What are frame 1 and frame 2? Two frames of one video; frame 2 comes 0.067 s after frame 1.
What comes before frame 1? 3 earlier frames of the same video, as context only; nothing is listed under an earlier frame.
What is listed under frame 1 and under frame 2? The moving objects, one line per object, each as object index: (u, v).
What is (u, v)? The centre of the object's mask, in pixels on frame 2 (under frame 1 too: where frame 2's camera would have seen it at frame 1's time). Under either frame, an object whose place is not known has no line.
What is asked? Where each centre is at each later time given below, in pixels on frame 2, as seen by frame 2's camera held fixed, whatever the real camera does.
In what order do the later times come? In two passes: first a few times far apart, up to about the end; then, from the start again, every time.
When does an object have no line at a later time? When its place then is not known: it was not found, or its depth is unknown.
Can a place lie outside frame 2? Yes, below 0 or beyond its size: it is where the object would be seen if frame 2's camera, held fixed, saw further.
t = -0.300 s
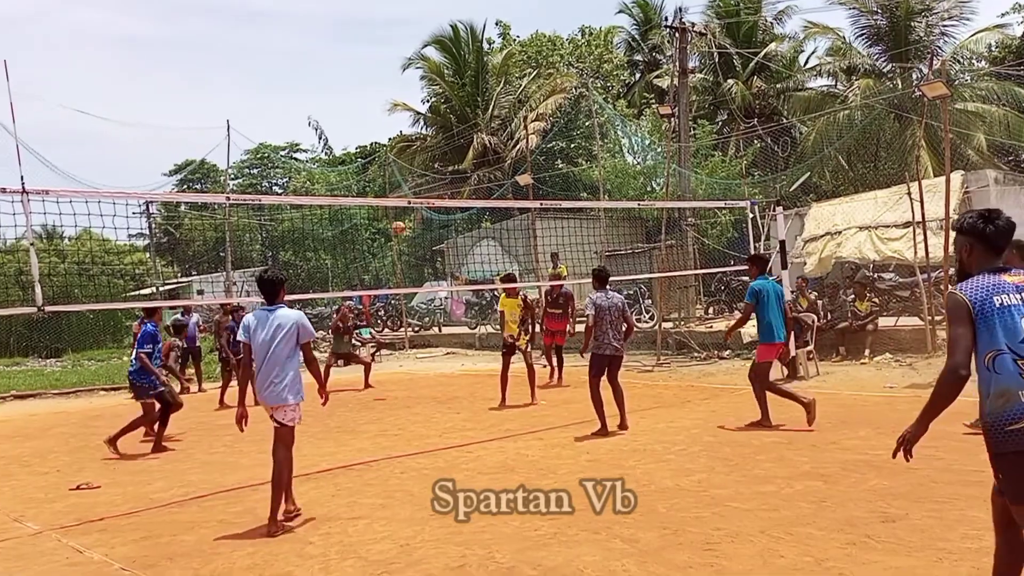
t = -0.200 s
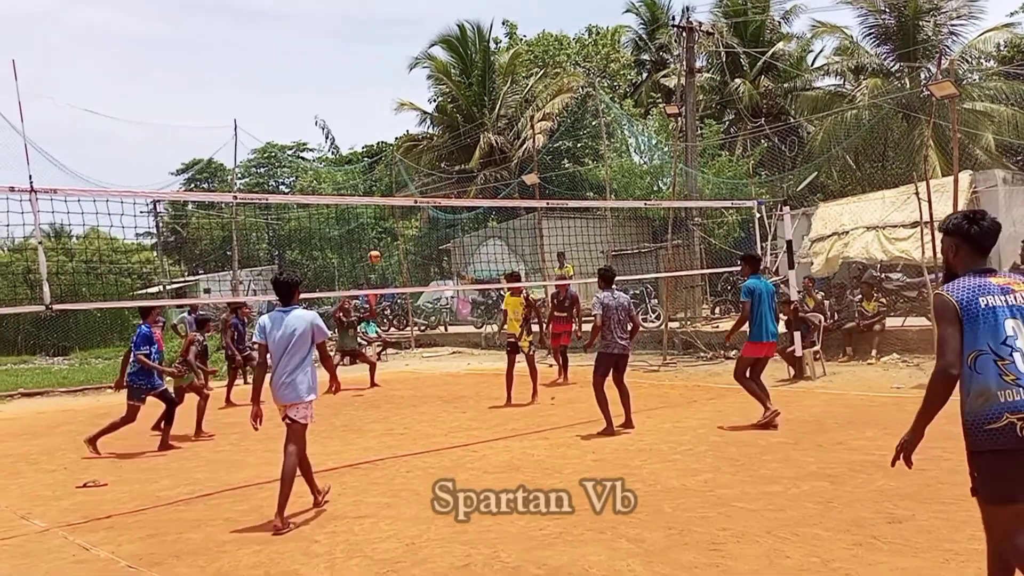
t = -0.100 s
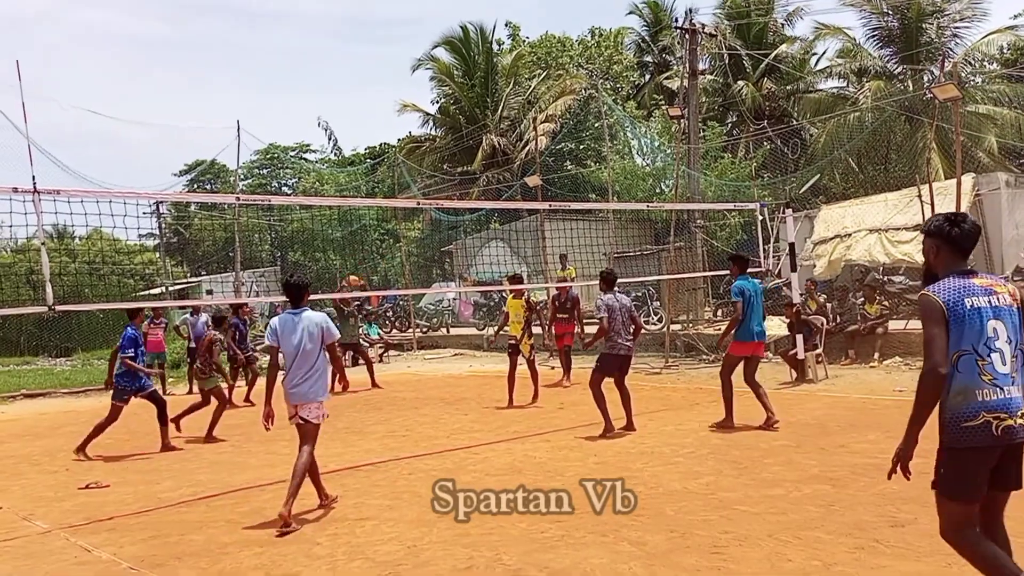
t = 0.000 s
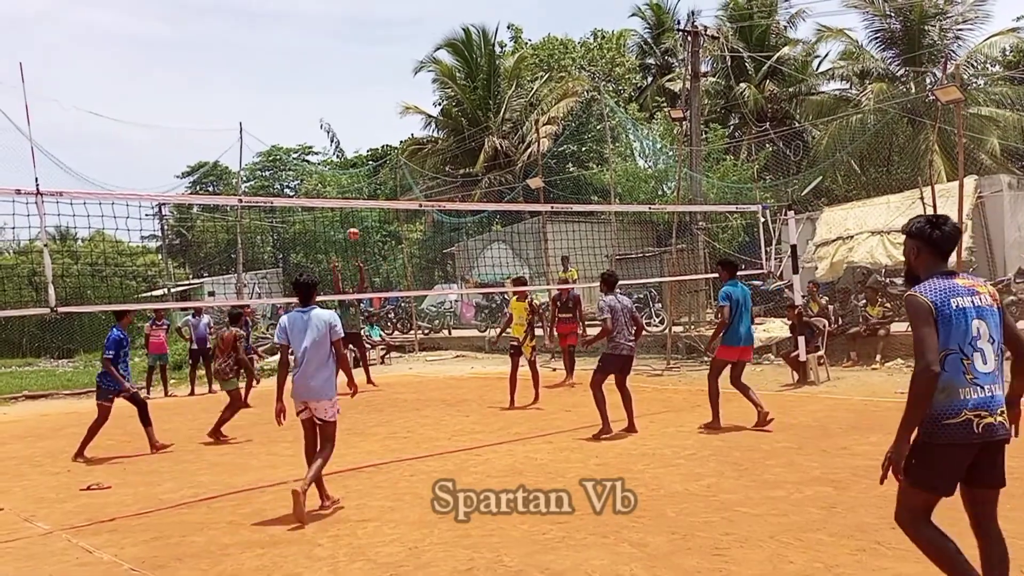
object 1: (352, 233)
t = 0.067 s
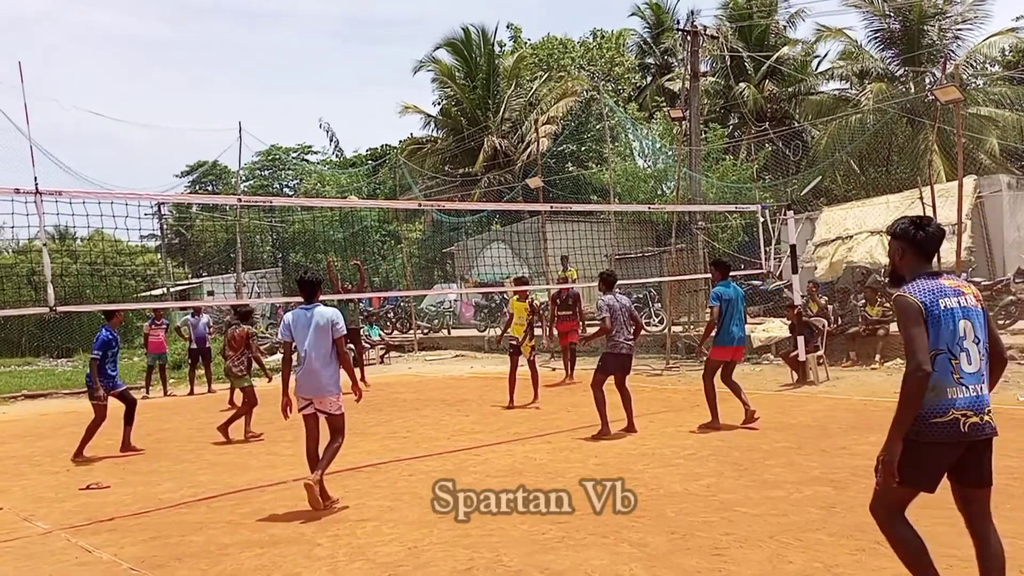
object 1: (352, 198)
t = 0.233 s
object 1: (353, 132)
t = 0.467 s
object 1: (354, 57)
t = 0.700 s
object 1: (356, 11)
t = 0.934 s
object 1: (360, 2)
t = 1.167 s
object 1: (366, 37)
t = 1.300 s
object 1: (369, 79)
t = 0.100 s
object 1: (352, 186)
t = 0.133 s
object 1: (352, 172)
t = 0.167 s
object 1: (353, 158)
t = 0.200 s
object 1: (353, 145)
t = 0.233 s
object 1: (353, 132)
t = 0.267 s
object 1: (353, 120)
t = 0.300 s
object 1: (353, 108)
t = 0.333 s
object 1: (353, 96)
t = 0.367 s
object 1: (353, 85)
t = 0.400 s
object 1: (354, 75)
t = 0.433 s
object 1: (354, 66)
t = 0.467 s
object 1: (354, 57)
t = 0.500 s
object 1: (354, 48)
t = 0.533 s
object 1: (355, 40)
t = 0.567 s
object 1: (355, 33)
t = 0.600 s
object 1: (355, 27)
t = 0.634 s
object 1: (355, 21)
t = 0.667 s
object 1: (356, 15)
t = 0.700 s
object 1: (356, 11)
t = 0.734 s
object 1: (356, 8)
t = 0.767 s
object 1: (357, 4)
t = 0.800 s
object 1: (357, 3)
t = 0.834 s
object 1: (358, 1)
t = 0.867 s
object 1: (359, 1)
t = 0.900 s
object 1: (359, 1)
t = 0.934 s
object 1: (360, 2)
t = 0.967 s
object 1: (361, 5)
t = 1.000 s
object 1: (361, 8)
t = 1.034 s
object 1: (362, 11)
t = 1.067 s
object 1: (363, 16)
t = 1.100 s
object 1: (364, 22)
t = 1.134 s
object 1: (365, 29)
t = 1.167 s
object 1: (366, 37)
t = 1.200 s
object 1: (366, 46)
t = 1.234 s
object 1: (368, 56)
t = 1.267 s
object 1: (368, 67)
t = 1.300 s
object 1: (369, 79)
